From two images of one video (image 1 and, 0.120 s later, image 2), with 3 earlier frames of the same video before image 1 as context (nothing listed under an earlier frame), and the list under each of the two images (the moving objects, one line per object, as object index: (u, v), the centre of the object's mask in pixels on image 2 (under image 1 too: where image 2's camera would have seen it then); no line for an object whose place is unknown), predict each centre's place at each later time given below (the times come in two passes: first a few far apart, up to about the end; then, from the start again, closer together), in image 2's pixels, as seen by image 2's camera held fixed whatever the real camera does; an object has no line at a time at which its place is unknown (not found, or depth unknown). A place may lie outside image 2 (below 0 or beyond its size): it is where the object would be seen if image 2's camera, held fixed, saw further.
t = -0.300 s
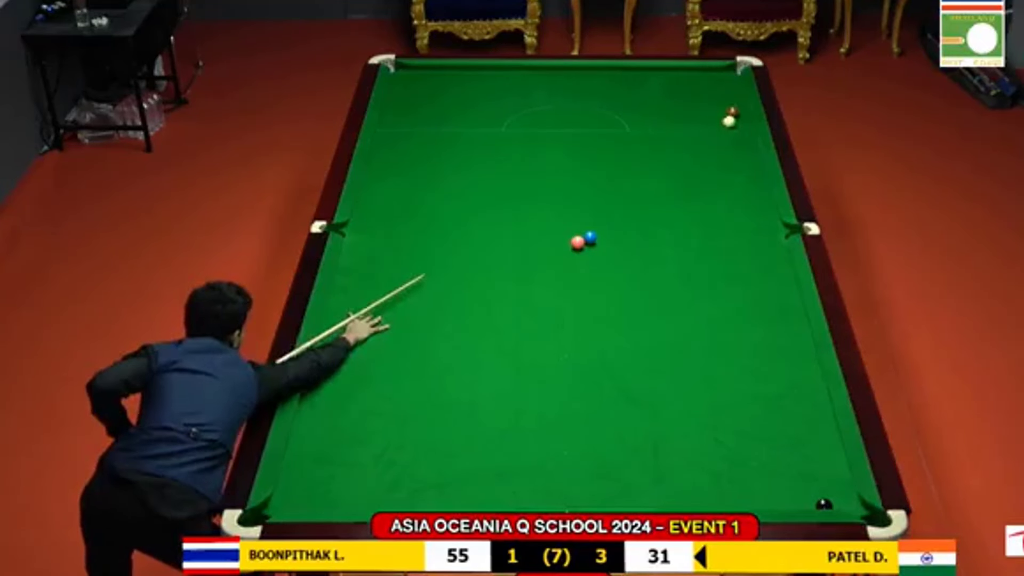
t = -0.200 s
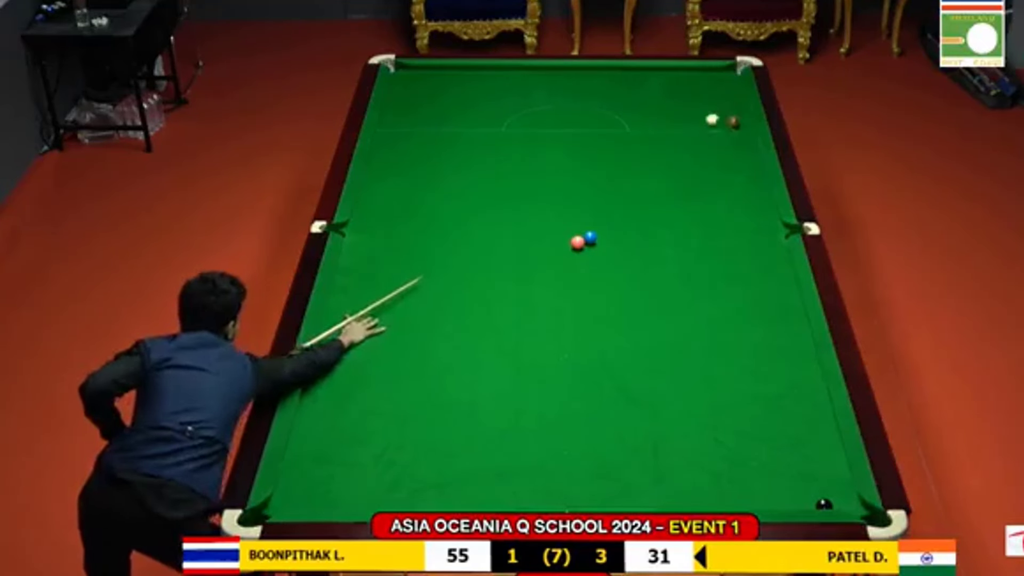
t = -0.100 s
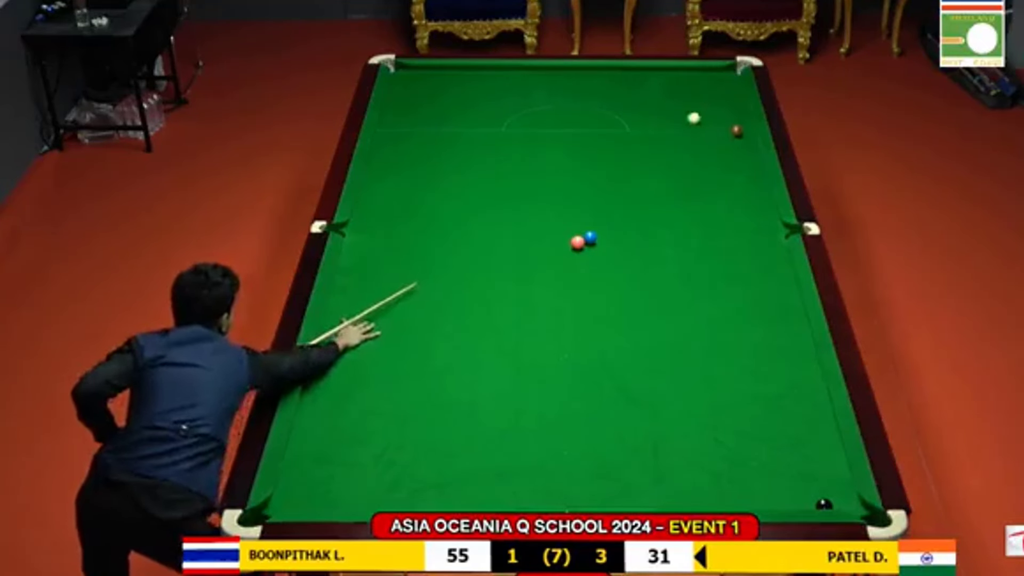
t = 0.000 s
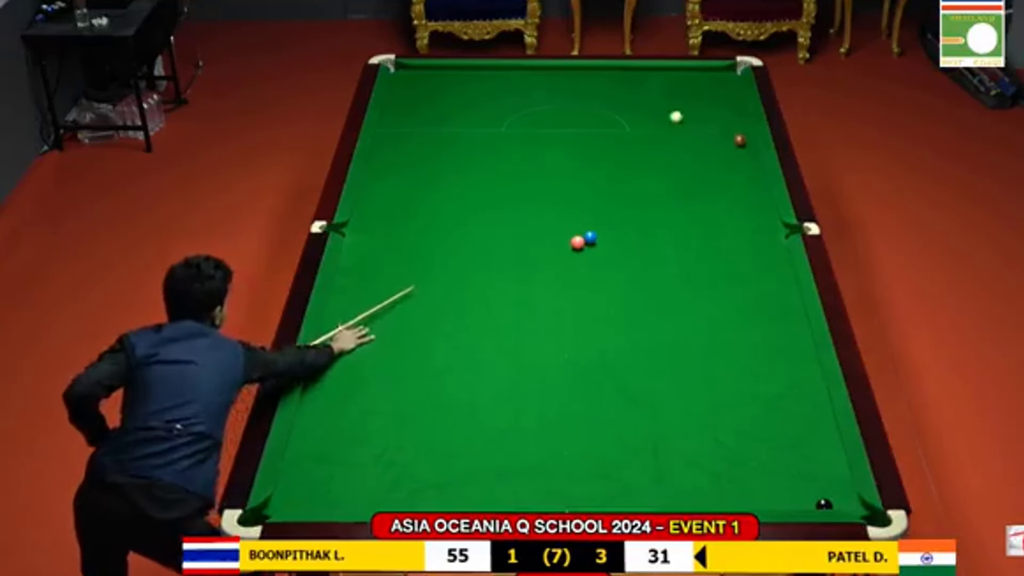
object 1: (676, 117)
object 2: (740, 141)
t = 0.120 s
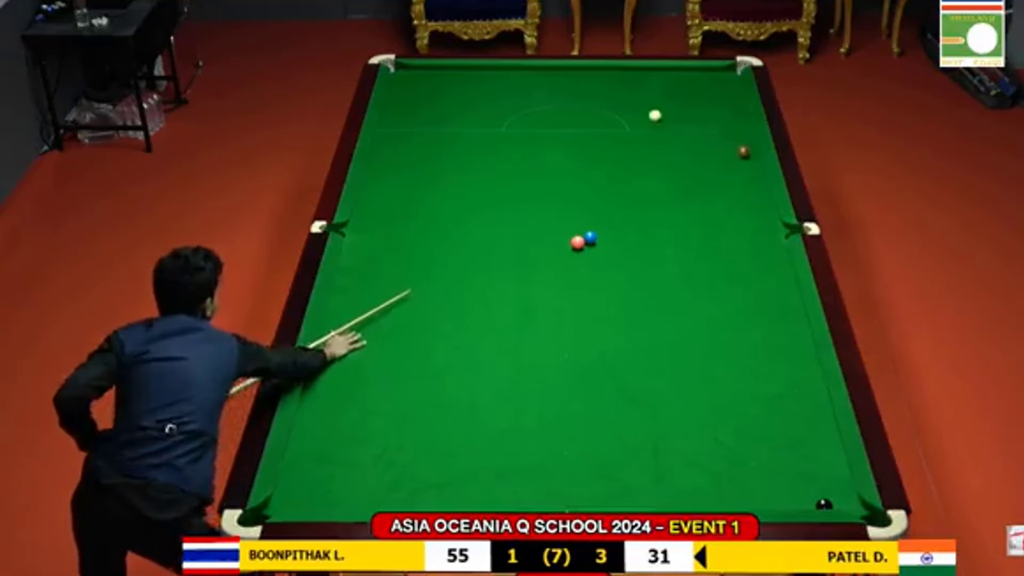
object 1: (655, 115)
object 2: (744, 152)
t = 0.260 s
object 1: (631, 114)
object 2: (748, 166)
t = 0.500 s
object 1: (591, 110)
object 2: (757, 191)
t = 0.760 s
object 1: (549, 107)
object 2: (766, 218)
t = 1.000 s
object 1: (513, 105)
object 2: (775, 245)
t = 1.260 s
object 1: (474, 102)
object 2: (785, 275)
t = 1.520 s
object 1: (438, 99)
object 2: (796, 306)
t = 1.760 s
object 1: (405, 97)
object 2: (804, 337)
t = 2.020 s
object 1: (401, 95)
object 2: (812, 371)
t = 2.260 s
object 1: (420, 94)
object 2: (820, 404)
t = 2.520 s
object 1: (439, 93)
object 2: (828, 441)
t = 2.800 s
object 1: (459, 92)
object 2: (837, 483)
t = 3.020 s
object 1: (473, 91)
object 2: (845, 504)
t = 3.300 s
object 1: (490, 90)
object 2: (838, 494)
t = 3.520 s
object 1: (501, 90)
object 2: (824, 489)
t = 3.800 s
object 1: (515, 89)
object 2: (809, 483)
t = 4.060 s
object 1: (527, 88)
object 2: (796, 478)
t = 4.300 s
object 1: (536, 88)
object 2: (786, 475)
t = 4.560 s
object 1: (546, 87)
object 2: (777, 471)
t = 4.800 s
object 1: (553, 87)
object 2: (770, 468)
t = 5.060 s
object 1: (559, 87)
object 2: (764, 466)
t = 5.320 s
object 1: (565, 87)
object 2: (759, 465)
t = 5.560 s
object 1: (568, 87)
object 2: (757, 464)
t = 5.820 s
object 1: (571, 86)
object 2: (756, 464)
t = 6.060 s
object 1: (573, 86)
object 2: (756, 464)
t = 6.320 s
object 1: (574, 86)
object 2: (756, 464)
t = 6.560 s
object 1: (574, 86)
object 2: (756, 463)
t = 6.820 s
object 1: (574, 86)
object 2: (756, 463)
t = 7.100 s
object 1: (574, 86)
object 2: (756, 463)
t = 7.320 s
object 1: (574, 86)
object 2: (756, 463)
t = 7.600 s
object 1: (574, 86)
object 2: (756, 464)
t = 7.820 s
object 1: (574, 86)
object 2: (756, 463)
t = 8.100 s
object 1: (574, 86)
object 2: (756, 463)
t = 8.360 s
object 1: (574, 86)
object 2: (756, 463)
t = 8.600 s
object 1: (574, 86)
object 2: (756, 463)
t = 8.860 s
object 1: (574, 86)
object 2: (756, 463)
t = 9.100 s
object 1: (574, 86)
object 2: (756, 463)
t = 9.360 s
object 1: (574, 86)
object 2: (756, 463)
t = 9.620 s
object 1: (574, 86)
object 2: (756, 463)
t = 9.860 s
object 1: (574, 86)
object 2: (756, 463)
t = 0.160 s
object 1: (648, 115)
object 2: (745, 156)
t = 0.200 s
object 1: (641, 114)
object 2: (746, 160)
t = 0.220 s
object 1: (638, 114)
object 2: (747, 162)
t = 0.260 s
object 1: (631, 114)
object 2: (748, 166)
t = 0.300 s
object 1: (624, 113)
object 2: (749, 170)
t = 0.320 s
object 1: (620, 113)
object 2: (750, 172)
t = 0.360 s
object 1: (614, 112)
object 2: (751, 176)
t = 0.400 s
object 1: (607, 112)
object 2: (753, 180)
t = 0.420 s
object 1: (604, 111)
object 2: (753, 182)
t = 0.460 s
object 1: (597, 111)
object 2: (755, 186)
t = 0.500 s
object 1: (591, 110)
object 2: (757, 191)
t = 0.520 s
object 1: (587, 110)
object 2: (757, 192)
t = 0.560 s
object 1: (581, 110)
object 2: (758, 197)
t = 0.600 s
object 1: (575, 110)
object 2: (760, 201)
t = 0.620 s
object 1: (571, 109)
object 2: (761, 203)
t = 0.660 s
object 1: (565, 109)
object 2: (762, 207)
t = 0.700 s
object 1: (559, 108)
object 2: (764, 211)
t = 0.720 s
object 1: (555, 108)
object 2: (764, 213)
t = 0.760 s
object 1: (549, 107)
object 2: (766, 218)
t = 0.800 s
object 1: (543, 107)
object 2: (767, 222)
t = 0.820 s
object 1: (540, 107)
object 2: (768, 225)
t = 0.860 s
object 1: (534, 107)
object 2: (769, 229)
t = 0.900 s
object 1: (528, 106)
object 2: (771, 233)
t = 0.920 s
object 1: (525, 106)
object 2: (772, 236)
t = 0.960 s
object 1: (519, 106)
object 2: (773, 240)
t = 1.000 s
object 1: (513, 105)
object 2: (775, 245)
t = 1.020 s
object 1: (510, 105)
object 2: (775, 246)
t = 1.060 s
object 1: (504, 104)
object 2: (777, 251)
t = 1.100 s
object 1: (497, 104)
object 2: (778, 256)
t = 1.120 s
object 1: (494, 103)
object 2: (779, 258)
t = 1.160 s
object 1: (489, 103)
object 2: (781, 263)
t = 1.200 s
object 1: (483, 103)
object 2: (782, 267)
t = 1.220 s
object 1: (480, 102)
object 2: (783, 270)
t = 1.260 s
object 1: (474, 102)
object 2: (785, 275)
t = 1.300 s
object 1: (469, 102)
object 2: (787, 280)
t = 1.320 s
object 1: (465, 101)
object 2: (788, 282)
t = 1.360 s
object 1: (460, 101)
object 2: (789, 287)
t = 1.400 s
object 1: (454, 100)
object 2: (791, 292)
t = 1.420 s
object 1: (451, 100)
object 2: (792, 294)
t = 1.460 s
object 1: (446, 100)
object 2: (794, 299)
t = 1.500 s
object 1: (441, 99)
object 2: (795, 304)
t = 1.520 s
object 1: (438, 99)
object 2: (796, 306)
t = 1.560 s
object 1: (432, 99)
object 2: (798, 311)
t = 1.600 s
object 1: (427, 98)
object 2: (799, 316)
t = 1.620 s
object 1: (424, 98)
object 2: (800, 319)
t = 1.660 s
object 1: (419, 97)
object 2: (801, 324)
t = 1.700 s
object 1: (413, 97)
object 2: (803, 329)
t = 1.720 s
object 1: (411, 97)
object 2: (803, 331)
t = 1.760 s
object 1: (405, 97)
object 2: (804, 337)
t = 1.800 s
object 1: (400, 97)
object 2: (806, 341)
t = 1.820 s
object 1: (397, 96)
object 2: (806, 344)
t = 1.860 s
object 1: (392, 96)
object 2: (808, 349)
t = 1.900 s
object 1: (391, 96)
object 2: (809, 355)
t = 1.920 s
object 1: (393, 96)
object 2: (809, 357)
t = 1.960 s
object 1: (397, 95)
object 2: (810, 362)
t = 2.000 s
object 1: (400, 95)
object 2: (812, 368)
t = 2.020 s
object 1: (401, 95)
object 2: (812, 371)
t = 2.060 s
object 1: (405, 95)
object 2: (813, 376)
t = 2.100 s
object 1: (408, 95)
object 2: (815, 382)
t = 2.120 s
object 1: (410, 95)
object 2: (815, 384)
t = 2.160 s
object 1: (412, 94)
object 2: (816, 390)
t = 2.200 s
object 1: (416, 94)
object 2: (817, 395)
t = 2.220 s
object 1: (417, 94)
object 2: (818, 398)
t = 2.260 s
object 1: (420, 94)
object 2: (820, 404)
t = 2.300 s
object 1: (423, 94)
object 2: (821, 410)
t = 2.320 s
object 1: (425, 94)
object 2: (821, 412)
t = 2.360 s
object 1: (428, 94)
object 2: (823, 418)
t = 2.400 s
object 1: (431, 93)
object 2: (824, 423)
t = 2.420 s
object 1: (432, 93)
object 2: (824, 426)
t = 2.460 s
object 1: (435, 93)
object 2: (826, 432)
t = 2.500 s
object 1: (438, 93)
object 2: (827, 438)
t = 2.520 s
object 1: (439, 93)
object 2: (828, 441)
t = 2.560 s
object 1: (443, 93)
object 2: (829, 447)
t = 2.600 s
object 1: (445, 92)
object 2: (831, 453)
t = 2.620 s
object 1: (447, 92)
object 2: (831, 456)
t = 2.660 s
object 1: (449, 92)
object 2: (832, 462)
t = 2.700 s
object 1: (452, 92)
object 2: (834, 468)
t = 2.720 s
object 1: (453, 92)
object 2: (835, 471)
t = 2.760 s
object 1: (456, 92)
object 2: (836, 478)
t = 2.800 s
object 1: (459, 92)
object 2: (837, 483)
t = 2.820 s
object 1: (460, 91)
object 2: (838, 486)
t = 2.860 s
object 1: (463, 91)
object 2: (838, 492)
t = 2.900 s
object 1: (465, 91)
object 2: (841, 499)
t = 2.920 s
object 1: (466, 91)
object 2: (841, 501)
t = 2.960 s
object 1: (469, 91)
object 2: (842, 505)
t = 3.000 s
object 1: (472, 91)
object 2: (844, 505)
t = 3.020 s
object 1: (473, 91)
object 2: (845, 504)
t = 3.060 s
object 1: (475, 91)
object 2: (848, 503)
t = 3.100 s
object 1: (478, 91)
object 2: (850, 500)
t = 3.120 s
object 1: (479, 90)
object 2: (851, 499)
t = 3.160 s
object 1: (481, 90)
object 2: (847, 498)
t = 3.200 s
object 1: (484, 90)
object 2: (845, 497)
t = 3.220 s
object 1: (485, 90)
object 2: (843, 496)
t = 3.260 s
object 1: (487, 90)
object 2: (841, 495)
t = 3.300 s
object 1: (490, 90)
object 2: (838, 494)
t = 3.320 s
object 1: (491, 90)
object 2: (837, 493)
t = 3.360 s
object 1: (493, 90)
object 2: (834, 492)
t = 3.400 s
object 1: (495, 90)
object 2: (832, 491)
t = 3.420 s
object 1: (496, 90)
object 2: (830, 491)
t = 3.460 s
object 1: (498, 89)
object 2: (828, 490)
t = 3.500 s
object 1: (500, 89)
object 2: (826, 489)
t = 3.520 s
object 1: (501, 90)
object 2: (824, 489)
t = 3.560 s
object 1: (503, 89)
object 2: (822, 488)
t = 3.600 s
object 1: (506, 89)
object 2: (820, 487)
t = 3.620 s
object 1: (507, 89)
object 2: (819, 487)
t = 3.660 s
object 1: (509, 89)
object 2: (817, 486)
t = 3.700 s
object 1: (511, 89)
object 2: (814, 485)
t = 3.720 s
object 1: (512, 89)
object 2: (813, 484)
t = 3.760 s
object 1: (514, 89)
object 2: (811, 484)
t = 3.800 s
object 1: (515, 89)
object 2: (809, 483)
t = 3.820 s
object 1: (516, 89)
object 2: (808, 483)
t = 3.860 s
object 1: (518, 89)
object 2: (806, 482)
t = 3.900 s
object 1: (520, 88)
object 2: (804, 481)
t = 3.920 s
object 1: (521, 88)
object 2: (803, 481)
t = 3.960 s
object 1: (523, 88)
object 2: (801, 480)
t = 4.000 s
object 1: (525, 88)
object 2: (799, 479)
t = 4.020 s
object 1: (525, 88)
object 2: (798, 479)
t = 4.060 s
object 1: (527, 88)
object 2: (796, 478)
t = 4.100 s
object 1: (529, 88)
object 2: (794, 477)
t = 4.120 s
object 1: (530, 88)
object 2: (794, 477)
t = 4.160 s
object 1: (531, 88)
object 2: (792, 477)
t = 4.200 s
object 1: (533, 88)
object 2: (790, 476)
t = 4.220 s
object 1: (533, 88)
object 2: (789, 476)
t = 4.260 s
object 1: (535, 88)
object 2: (788, 475)
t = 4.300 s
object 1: (536, 88)
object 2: (786, 475)
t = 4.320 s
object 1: (537, 88)
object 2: (785, 474)
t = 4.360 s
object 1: (539, 88)
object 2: (784, 474)
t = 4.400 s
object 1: (540, 88)
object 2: (783, 473)
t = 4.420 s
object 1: (541, 88)
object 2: (782, 473)
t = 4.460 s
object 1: (542, 88)
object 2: (780, 472)
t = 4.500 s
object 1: (544, 87)
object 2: (779, 472)
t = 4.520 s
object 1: (544, 87)
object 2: (778, 472)
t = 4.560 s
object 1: (546, 87)
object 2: (777, 471)
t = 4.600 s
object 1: (547, 87)
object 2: (776, 471)
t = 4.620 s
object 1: (548, 87)
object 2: (775, 470)
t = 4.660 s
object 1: (549, 87)
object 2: (774, 470)
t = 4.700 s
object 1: (550, 87)
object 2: (773, 470)
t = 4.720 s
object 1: (551, 87)
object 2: (772, 469)
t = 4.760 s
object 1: (552, 87)
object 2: (771, 469)
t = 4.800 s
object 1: (553, 87)
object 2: (770, 468)
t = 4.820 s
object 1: (554, 87)
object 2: (769, 468)
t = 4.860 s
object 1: (554, 87)
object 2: (768, 468)
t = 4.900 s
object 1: (555, 87)
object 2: (767, 467)
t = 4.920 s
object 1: (556, 87)
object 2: (767, 467)
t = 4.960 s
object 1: (557, 87)
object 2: (766, 467)
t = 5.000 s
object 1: (558, 87)
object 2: (765, 467)
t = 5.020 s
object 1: (558, 87)
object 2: (764, 466)
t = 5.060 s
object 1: (559, 87)
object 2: (764, 466)
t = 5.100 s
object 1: (560, 87)
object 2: (763, 466)
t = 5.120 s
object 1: (561, 87)
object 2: (763, 466)
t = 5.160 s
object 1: (562, 87)
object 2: (762, 465)
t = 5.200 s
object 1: (563, 87)
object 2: (761, 465)
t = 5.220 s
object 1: (563, 87)
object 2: (761, 465)
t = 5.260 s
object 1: (563, 87)
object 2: (760, 465)
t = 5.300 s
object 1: (564, 87)
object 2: (759, 465)
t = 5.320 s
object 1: (565, 87)
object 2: (759, 465)
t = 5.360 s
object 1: (565, 87)
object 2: (759, 465)
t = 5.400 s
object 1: (566, 87)
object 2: (758, 465)
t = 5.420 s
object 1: (567, 87)
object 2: (758, 465)
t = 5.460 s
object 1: (567, 87)
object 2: (758, 464)
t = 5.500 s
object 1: (568, 87)
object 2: (757, 464)
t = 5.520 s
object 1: (568, 87)
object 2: (757, 464)
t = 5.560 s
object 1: (568, 87)
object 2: (757, 464)
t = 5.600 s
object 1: (569, 87)
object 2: (757, 464)
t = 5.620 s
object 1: (569, 87)
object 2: (756, 464)
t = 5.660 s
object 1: (570, 87)
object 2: (756, 464)
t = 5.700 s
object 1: (570, 86)
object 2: (756, 464)
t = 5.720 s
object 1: (570, 86)
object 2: (756, 464)
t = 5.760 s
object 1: (571, 86)
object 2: (756, 464)
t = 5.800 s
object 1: (571, 86)
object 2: (756, 464)
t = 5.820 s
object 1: (571, 86)
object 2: (756, 464)
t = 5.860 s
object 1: (572, 86)
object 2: (756, 464)
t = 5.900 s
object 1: (572, 86)
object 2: (756, 463)
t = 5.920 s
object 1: (572, 86)
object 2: (756, 464)
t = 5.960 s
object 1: (572, 86)
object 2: (756, 464)
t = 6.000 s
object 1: (573, 86)
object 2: (756, 464)
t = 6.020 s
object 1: (573, 86)
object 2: (756, 464)
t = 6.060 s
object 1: (573, 86)
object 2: (756, 464)
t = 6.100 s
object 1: (573, 86)
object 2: (756, 464)
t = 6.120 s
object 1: (573, 86)
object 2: (755, 463)
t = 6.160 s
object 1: (574, 86)
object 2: (755, 464)
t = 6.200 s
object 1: (574, 86)
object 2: (756, 463)
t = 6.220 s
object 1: (574, 86)
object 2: (755, 463)
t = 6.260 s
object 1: (574, 86)
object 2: (755, 464)
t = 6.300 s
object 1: (574, 86)
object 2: (755, 463)
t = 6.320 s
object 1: (574, 86)
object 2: (756, 464)
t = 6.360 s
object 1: (574, 86)
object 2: (756, 463)
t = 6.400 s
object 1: (574, 86)
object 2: (756, 463)
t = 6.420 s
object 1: (574, 86)
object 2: (756, 463)
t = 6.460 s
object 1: (574, 86)
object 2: (756, 464)
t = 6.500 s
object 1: (574, 86)
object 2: (756, 463)
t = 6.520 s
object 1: (574, 86)
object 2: (756, 463)
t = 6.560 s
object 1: (574, 86)
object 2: (756, 463)
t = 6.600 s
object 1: (574, 86)
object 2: (756, 463)
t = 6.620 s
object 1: (574, 86)
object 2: (756, 463)
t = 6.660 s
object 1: (574, 86)
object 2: (756, 463)
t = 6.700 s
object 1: (574, 86)
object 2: (756, 463)
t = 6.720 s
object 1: (574, 86)
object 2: (756, 463)
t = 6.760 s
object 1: (574, 86)
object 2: (756, 463)
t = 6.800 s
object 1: (574, 86)
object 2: (756, 463)
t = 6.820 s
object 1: (574, 86)
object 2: (756, 463)
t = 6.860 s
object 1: (574, 86)
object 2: (756, 463)
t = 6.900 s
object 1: (574, 86)
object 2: (756, 463)
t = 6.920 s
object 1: (574, 86)
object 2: (756, 463)
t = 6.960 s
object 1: (574, 86)
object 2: (756, 463)
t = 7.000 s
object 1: (574, 86)
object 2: (756, 463)
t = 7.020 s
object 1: (574, 86)
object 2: (756, 463)
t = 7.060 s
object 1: (574, 86)
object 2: (756, 463)
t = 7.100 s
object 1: (574, 86)
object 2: (756, 463)
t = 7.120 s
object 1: (574, 86)
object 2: (756, 463)
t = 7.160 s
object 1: (574, 86)
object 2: (756, 463)
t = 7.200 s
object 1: (574, 86)
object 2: (756, 463)
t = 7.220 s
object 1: (574, 86)
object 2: (756, 463)
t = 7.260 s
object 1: (574, 86)
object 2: (756, 463)
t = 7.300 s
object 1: (574, 86)
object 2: (756, 463)
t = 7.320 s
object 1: (574, 86)
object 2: (756, 463)
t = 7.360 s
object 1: (574, 86)
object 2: (756, 463)
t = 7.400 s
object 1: (574, 86)
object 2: (756, 463)
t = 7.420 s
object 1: (574, 86)
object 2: (756, 464)
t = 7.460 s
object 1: (574, 86)
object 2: (756, 463)
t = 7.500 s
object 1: (574, 86)
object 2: (756, 464)
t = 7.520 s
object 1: (574, 86)
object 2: (756, 463)
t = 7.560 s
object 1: (574, 86)
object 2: (756, 463)
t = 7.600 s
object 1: (574, 86)
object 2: (756, 464)
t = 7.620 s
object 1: (574, 86)
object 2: (756, 464)
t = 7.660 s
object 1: (574, 86)
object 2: (756, 463)
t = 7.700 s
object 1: (574, 86)
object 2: (756, 463)
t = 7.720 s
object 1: (574, 86)
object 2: (756, 463)
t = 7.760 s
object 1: (574, 86)
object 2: (756, 463)
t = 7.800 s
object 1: (574, 86)
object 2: (756, 463)
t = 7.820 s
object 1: (574, 86)
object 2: (756, 463)
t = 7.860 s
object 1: (574, 86)
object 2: (756, 463)
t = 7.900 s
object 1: (574, 86)
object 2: (756, 463)
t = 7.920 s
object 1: (574, 86)
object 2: (756, 463)
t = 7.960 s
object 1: (574, 86)
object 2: (756, 463)
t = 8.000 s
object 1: (574, 86)
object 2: (756, 463)
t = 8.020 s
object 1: (574, 86)
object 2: (756, 463)
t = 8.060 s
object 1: (574, 86)
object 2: (756, 463)
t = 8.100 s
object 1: (574, 86)
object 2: (756, 463)
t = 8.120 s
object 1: (574, 86)
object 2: (756, 463)
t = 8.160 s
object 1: (574, 86)
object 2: (756, 463)
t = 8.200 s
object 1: (574, 86)
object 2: (756, 463)
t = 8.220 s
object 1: (574, 86)
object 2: (756, 463)
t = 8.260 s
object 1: (574, 86)
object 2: (756, 463)
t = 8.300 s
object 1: (574, 86)
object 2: (756, 463)
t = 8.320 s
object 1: (574, 86)
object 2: (756, 463)
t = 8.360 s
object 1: (574, 86)
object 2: (756, 463)
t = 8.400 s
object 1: (574, 86)
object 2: (756, 463)
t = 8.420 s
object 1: (574, 86)
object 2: (756, 463)
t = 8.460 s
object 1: (574, 86)
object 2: (756, 463)
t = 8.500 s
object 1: (574, 86)
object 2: (756, 463)
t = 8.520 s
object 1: (574, 86)
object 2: (756, 463)
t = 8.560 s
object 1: (574, 86)
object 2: (756, 463)
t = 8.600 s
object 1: (574, 86)
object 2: (756, 463)
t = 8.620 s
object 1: (574, 86)
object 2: (756, 463)
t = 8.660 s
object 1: (574, 86)
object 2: (756, 463)
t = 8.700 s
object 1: (574, 86)
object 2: (756, 463)
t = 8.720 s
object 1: (574, 86)
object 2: (756, 463)
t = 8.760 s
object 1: (574, 86)
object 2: (756, 463)
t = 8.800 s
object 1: (574, 86)
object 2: (756, 463)
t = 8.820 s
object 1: (574, 86)
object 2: (756, 463)
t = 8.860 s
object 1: (574, 86)
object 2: (756, 463)
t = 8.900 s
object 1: (574, 86)
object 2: (756, 463)
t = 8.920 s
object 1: (574, 86)
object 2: (756, 463)
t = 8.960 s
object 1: (574, 86)
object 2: (756, 463)
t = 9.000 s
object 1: (574, 86)
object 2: (756, 463)
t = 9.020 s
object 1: (574, 86)
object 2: (756, 463)
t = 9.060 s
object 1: (574, 86)
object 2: (756, 463)
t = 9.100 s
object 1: (574, 86)
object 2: (756, 463)
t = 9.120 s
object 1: (574, 86)
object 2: (756, 463)
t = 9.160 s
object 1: (574, 86)
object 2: (756, 463)
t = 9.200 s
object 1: (574, 86)
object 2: (756, 463)
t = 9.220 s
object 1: (574, 86)
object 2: (756, 463)
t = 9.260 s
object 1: (574, 86)
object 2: (756, 463)
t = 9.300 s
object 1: (574, 86)
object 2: (756, 463)
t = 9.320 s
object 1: (574, 86)
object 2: (756, 463)
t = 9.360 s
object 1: (574, 86)
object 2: (756, 463)
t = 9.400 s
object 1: (574, 86)
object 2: (756, 463)
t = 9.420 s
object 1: (574, 86)
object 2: (756, 463)
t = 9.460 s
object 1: (574, 86)
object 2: (756, 463)
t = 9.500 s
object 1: (574, 86)
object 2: (756, 463)
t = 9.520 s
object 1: (574, 86)
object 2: (756, 463)
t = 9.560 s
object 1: (574, 86)
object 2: (756, 463)
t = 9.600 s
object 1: (574, 86)
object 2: (756, 463)
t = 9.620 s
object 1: (574, 86)
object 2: (756, 463)
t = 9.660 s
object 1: (574, 86)
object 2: (756, 463)
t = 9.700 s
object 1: (574, 86)
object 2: (756, 463)
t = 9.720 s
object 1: (574, 86)
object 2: (756, 463)
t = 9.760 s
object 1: (574, 86)
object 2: (756, 463)
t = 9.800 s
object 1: (574, 86)
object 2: (756, 463)
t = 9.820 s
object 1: (574, 86)
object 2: (756, 463)
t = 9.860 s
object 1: (574, 86)
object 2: (756, 463)
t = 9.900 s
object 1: (574, 86)
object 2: (756, 463)
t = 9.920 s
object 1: (574, 86)
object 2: (756, 463)
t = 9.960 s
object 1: (574, 86)
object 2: (756, 463)
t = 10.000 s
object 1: (574, 86)
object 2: (756, 463)
